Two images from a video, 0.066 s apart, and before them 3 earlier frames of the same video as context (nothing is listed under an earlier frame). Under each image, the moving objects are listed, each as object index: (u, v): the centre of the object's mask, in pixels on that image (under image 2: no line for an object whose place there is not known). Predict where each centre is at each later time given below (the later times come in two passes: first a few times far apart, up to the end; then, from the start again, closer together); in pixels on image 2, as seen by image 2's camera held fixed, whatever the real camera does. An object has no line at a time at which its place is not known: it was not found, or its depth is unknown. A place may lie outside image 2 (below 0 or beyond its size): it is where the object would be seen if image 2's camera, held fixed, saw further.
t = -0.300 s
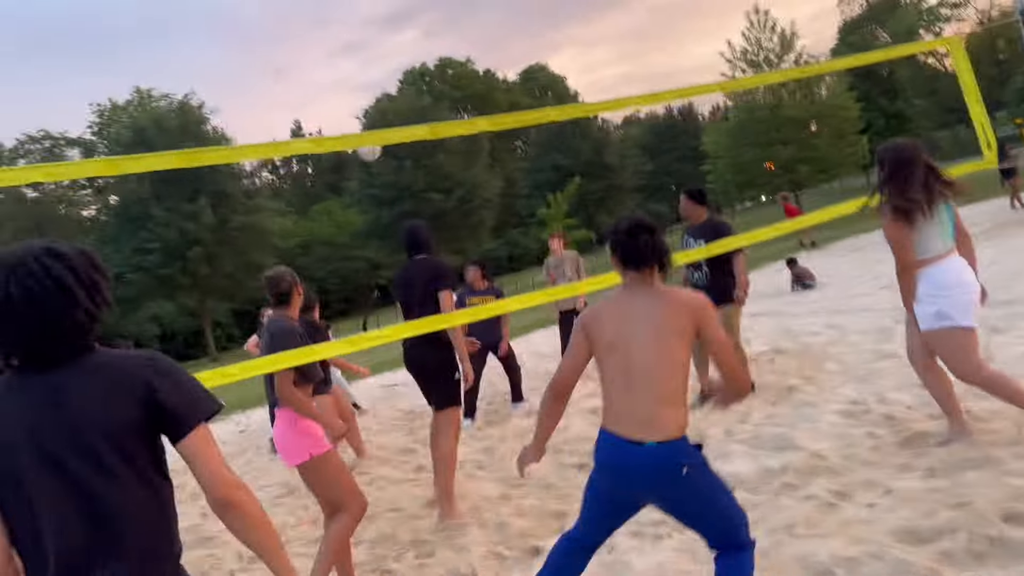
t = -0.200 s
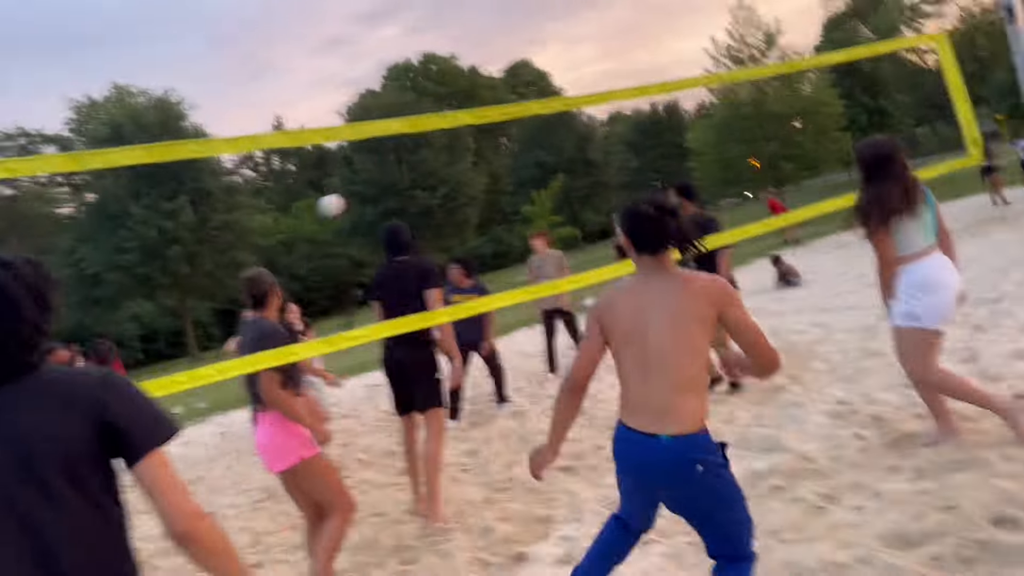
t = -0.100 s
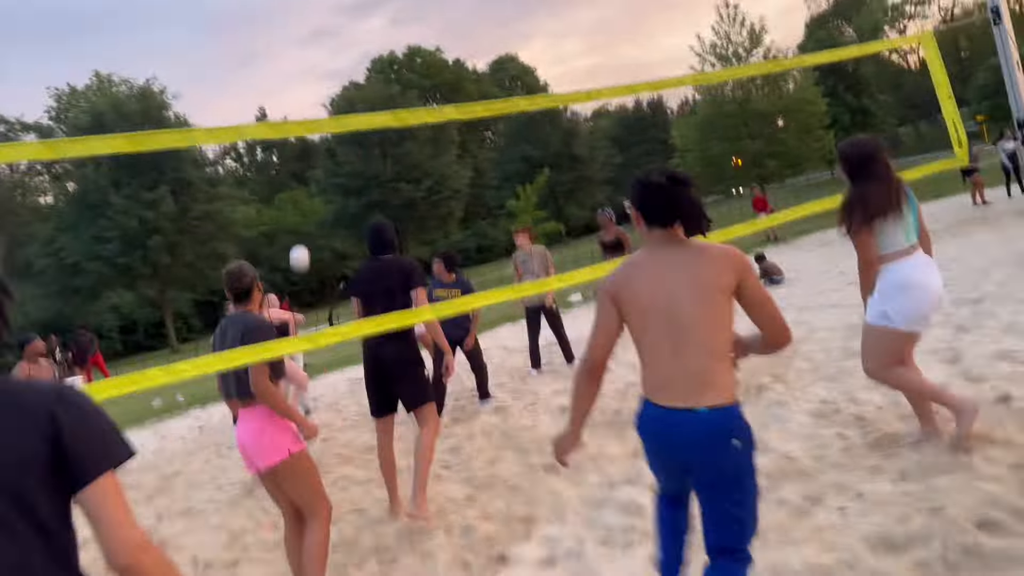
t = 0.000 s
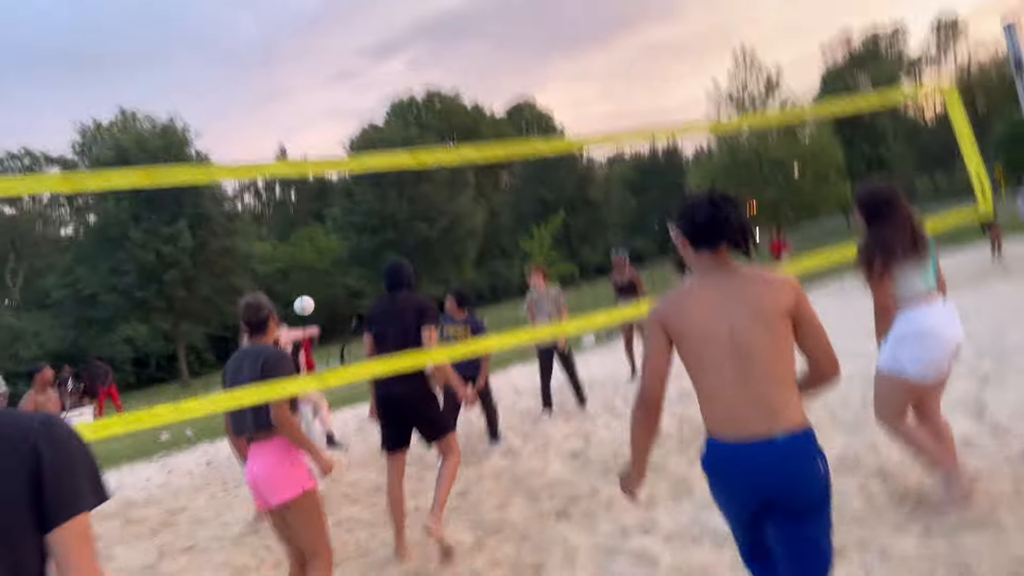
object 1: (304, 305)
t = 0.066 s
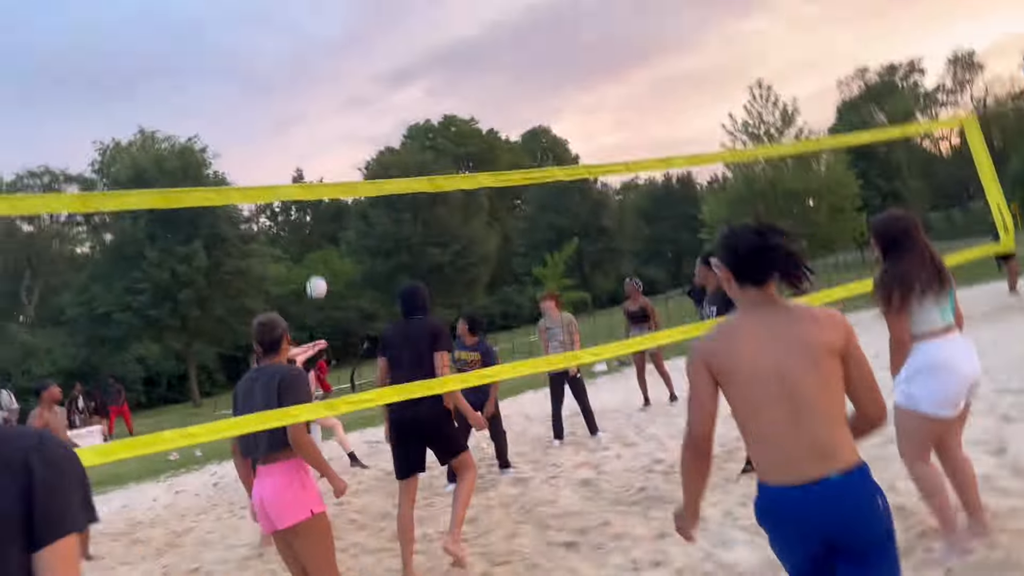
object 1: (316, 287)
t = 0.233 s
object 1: (320, 207)
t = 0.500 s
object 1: (328, 115)
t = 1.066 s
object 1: (396, 167)
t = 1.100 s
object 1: (405, 177)
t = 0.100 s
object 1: (317, 268)
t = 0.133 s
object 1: (317, 251)
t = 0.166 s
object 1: (317, 235)
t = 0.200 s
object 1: (318, 218)
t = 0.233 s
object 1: (320, 207)
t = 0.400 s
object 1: (322, 140)
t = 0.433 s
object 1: (326, 131)
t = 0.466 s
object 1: (329, 123)
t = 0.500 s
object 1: (328, 115)
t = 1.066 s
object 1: (396, 167)
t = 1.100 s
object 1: (405, 177)
